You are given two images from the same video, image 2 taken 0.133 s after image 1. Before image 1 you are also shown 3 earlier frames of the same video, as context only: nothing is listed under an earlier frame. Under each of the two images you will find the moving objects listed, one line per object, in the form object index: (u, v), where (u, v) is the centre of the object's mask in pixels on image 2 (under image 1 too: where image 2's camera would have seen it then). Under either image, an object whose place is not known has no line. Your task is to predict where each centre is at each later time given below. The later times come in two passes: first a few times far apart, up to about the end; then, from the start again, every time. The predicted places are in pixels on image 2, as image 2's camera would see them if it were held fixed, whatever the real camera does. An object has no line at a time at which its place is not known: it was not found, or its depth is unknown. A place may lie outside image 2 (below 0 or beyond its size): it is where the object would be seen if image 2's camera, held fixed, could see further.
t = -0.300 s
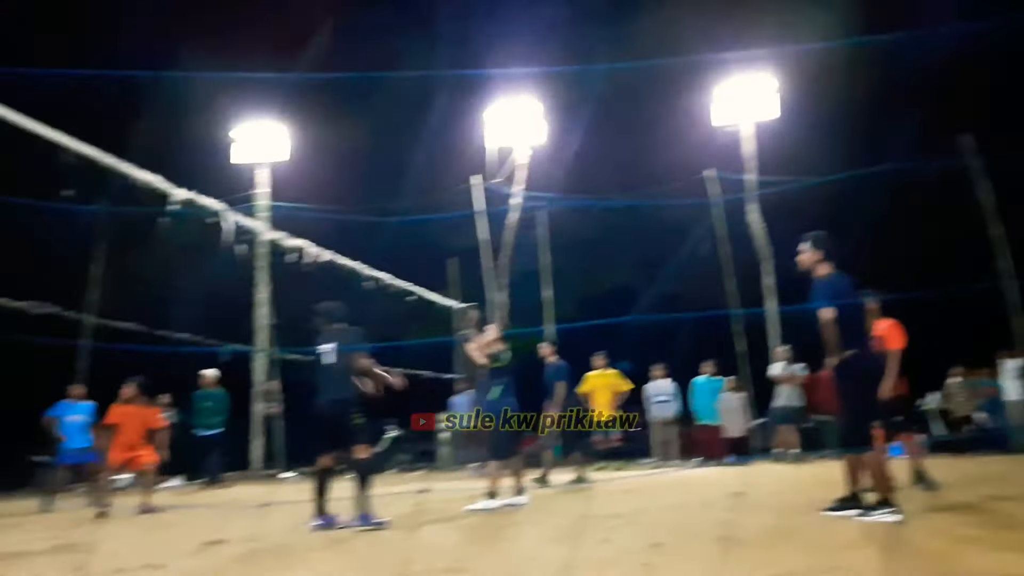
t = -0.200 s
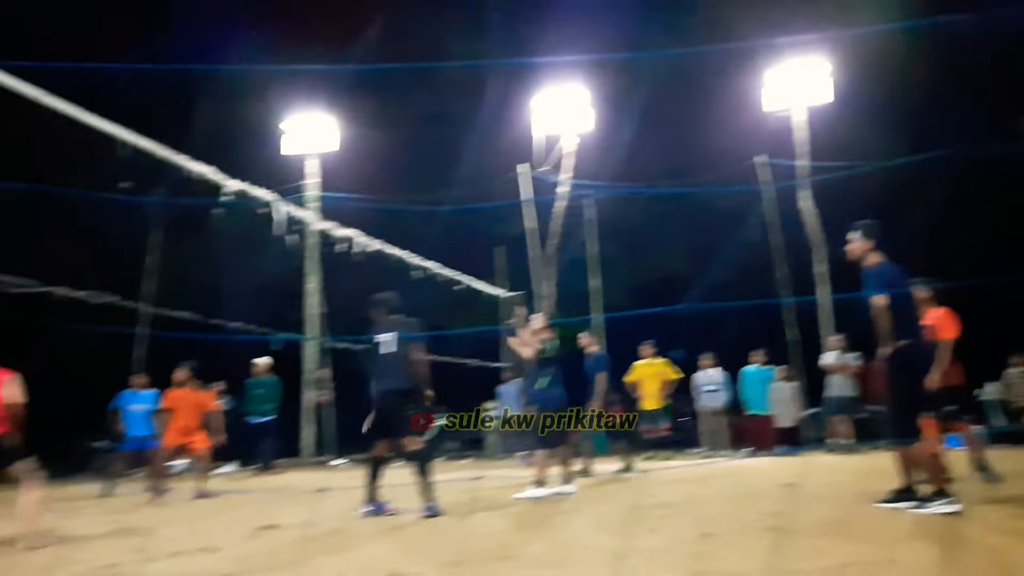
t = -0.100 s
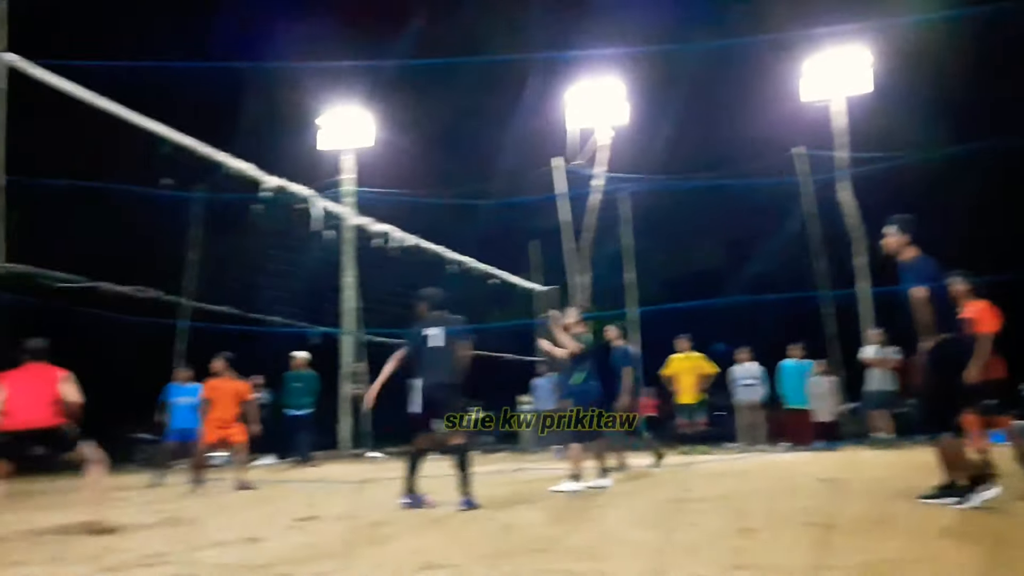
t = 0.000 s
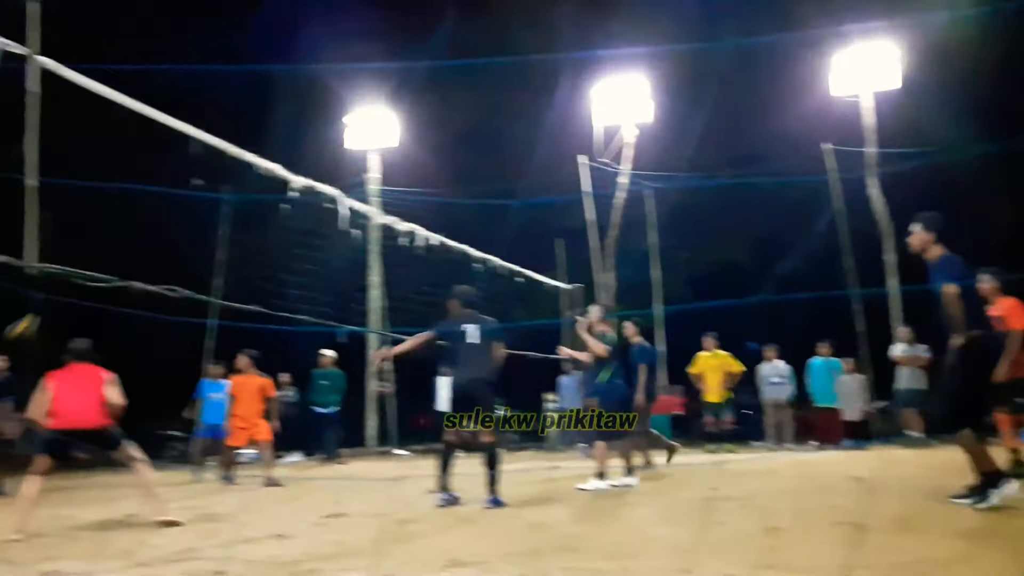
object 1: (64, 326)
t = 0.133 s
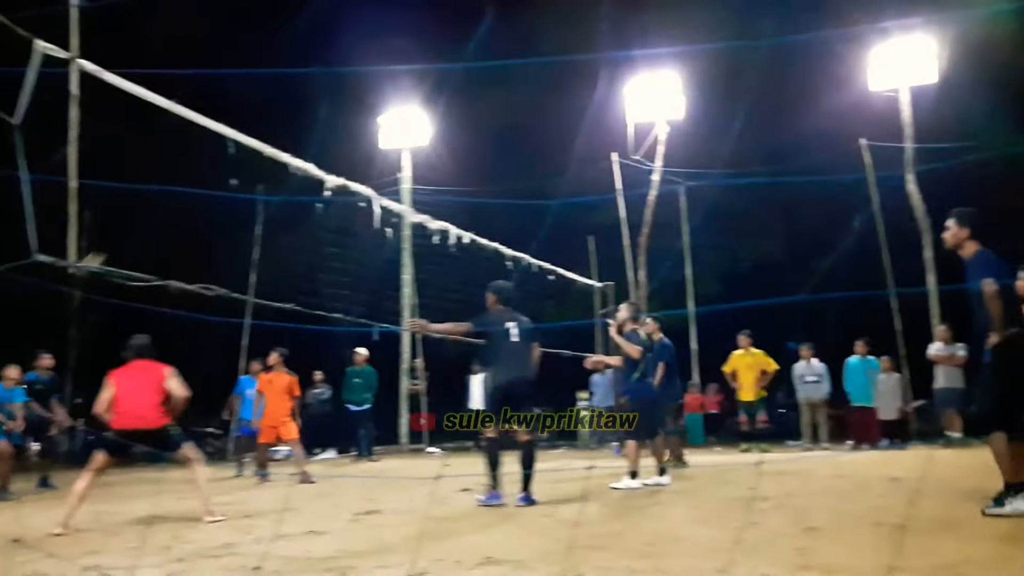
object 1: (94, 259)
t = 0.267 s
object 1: (118, 218)
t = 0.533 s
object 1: (164, 178)
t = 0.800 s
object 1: (206, 191)
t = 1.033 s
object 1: (241, 244)
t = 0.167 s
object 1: (99, 251)
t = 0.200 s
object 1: (106, 239)
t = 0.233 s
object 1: (112, 228)
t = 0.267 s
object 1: (118, 218)
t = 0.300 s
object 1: (124, 210)
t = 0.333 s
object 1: (130, 203)
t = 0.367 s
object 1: (136, 196)
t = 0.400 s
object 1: (142, 191)
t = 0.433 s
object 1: (149, 186)
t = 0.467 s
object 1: (153, 182)
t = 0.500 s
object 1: (158, 179)
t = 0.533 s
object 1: (164, 178)
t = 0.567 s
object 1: (169, 177)
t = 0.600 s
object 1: (175, 176)
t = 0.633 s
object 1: (180, 177)
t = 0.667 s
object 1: (185, 178)
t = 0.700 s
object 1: (190, 180)
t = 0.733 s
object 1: (196, 182)
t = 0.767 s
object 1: (200, 186)
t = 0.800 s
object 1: (206, 191)
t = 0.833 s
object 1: (211, 197)
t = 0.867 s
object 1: (217, 202)
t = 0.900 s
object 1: (221, 209)
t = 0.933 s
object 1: (226, 217)
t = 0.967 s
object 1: (231, 226)
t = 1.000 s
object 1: (236, 235)
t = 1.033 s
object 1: (241, 244)
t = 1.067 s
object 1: (245, 255)
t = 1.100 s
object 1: (250, 266)
